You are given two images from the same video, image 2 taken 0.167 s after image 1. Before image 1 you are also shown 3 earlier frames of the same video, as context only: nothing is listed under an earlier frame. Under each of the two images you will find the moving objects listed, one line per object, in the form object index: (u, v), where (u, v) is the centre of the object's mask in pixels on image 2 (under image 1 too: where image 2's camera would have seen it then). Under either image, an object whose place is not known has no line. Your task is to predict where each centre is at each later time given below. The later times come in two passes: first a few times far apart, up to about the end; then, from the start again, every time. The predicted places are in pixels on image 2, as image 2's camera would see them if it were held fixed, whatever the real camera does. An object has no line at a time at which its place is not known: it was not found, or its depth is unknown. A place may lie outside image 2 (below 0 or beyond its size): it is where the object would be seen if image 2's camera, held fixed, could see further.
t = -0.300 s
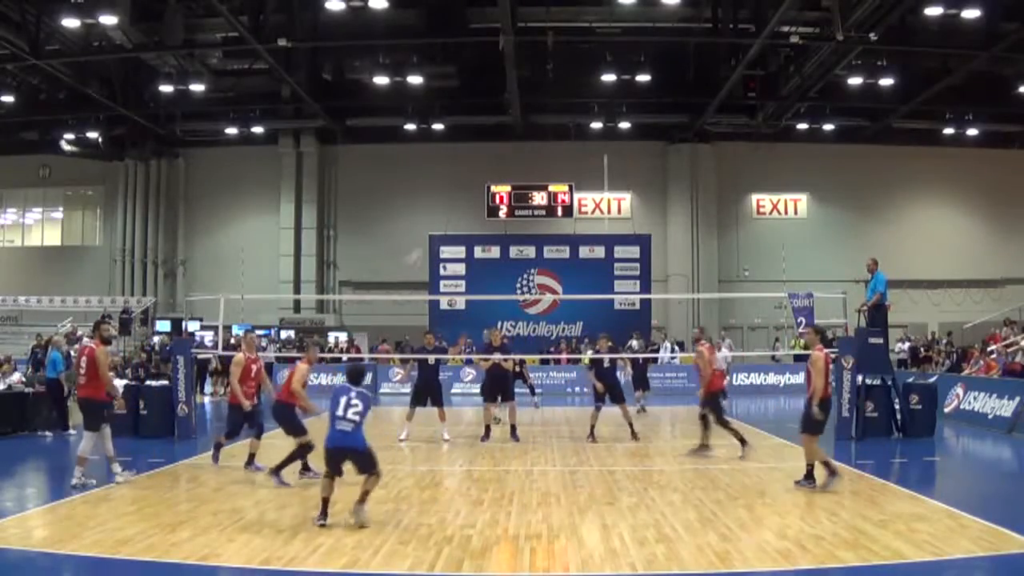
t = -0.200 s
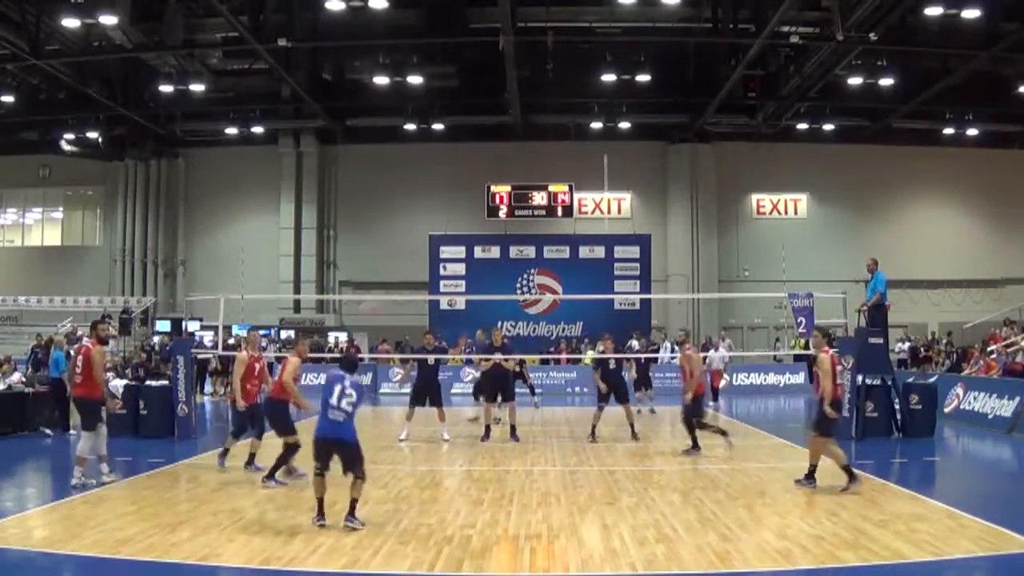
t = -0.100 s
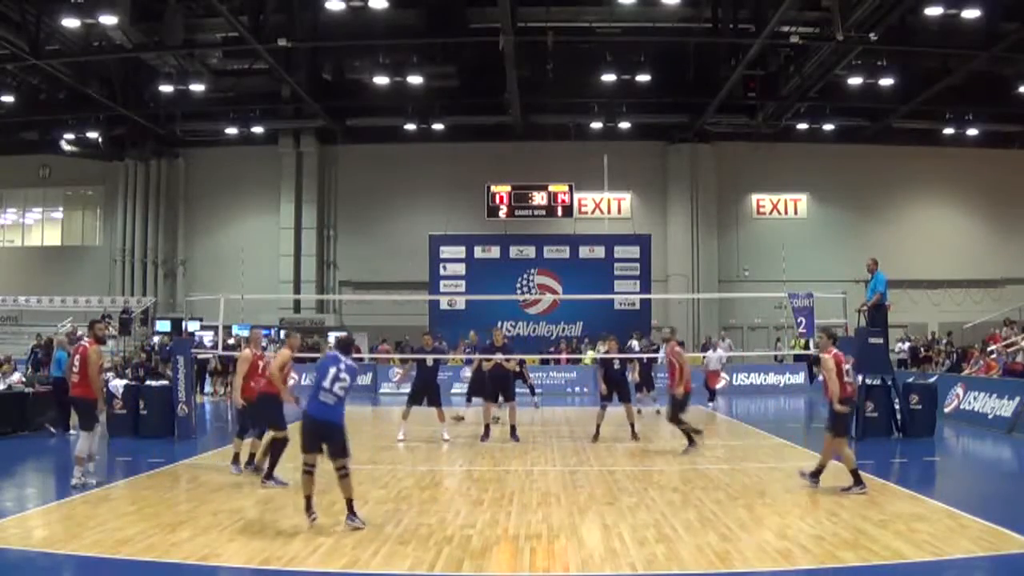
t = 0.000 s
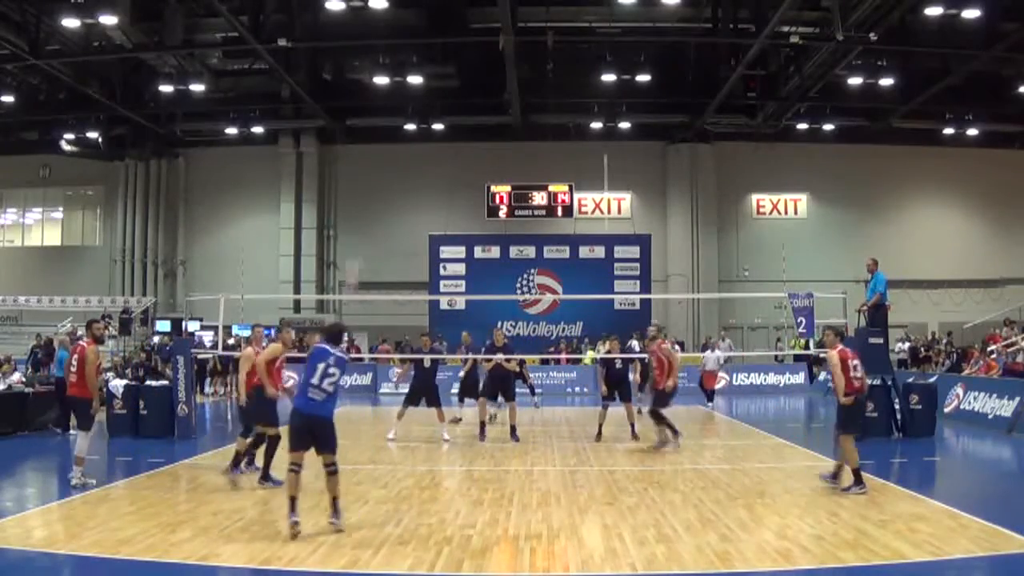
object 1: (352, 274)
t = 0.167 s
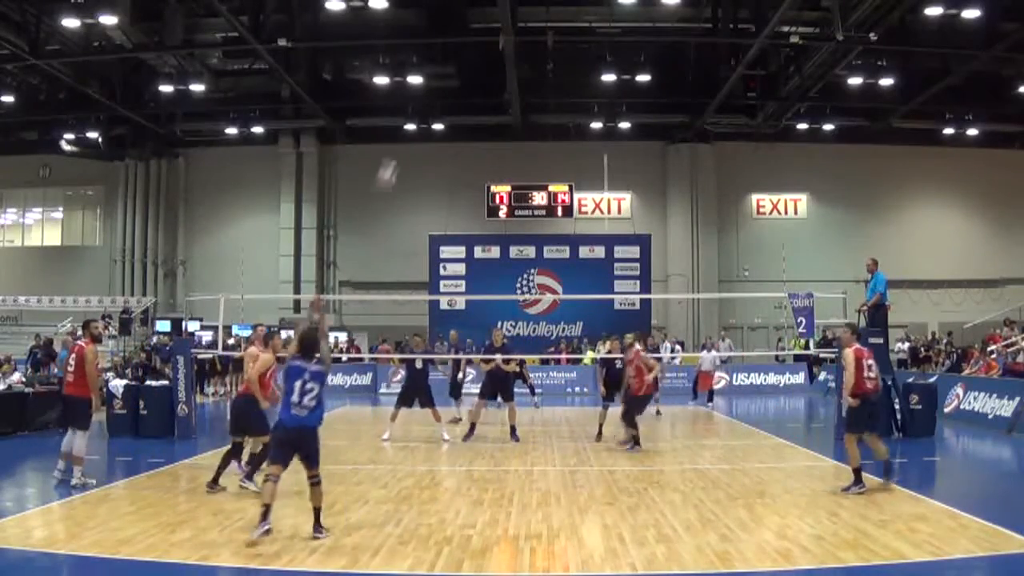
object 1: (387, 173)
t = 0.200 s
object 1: (393, 159)
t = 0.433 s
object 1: (434, 89)
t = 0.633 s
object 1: (464, 72)
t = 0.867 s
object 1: (493, 91)
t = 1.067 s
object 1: (515, 136)
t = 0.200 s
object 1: (393, 159)
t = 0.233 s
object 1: (400, 145)
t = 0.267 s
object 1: (406, 133)
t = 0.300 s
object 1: (412, 121)
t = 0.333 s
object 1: (418, 111)
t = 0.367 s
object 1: (423, 103)
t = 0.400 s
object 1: (429, 95)
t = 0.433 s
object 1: (434, 89)
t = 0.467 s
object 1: (440, 84)
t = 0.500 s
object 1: (445, 80)
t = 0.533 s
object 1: (449, 77)
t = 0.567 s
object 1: (455, 74)
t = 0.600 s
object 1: (459, 73)
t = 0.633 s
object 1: (464, 72)
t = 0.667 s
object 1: (469, 73)
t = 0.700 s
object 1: (473, 74)
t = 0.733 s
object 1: (477, 76)
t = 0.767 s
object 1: (481, 79)
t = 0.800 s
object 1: (485, 82)
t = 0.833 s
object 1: (489, 86)
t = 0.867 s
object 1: (493, 91)
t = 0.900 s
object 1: (497, 97)
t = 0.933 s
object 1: (501, 104)
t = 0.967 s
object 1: (505, 111)
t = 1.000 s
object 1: (508, 118)
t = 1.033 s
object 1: (512, 127)
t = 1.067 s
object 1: (515, 136)
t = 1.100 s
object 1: (519, 145)
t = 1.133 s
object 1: (522, 156)
